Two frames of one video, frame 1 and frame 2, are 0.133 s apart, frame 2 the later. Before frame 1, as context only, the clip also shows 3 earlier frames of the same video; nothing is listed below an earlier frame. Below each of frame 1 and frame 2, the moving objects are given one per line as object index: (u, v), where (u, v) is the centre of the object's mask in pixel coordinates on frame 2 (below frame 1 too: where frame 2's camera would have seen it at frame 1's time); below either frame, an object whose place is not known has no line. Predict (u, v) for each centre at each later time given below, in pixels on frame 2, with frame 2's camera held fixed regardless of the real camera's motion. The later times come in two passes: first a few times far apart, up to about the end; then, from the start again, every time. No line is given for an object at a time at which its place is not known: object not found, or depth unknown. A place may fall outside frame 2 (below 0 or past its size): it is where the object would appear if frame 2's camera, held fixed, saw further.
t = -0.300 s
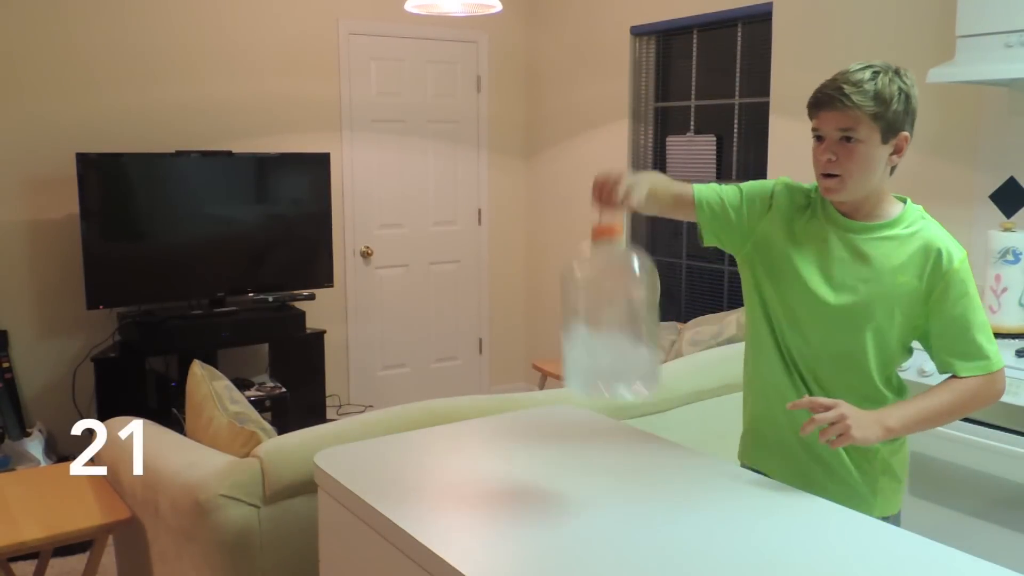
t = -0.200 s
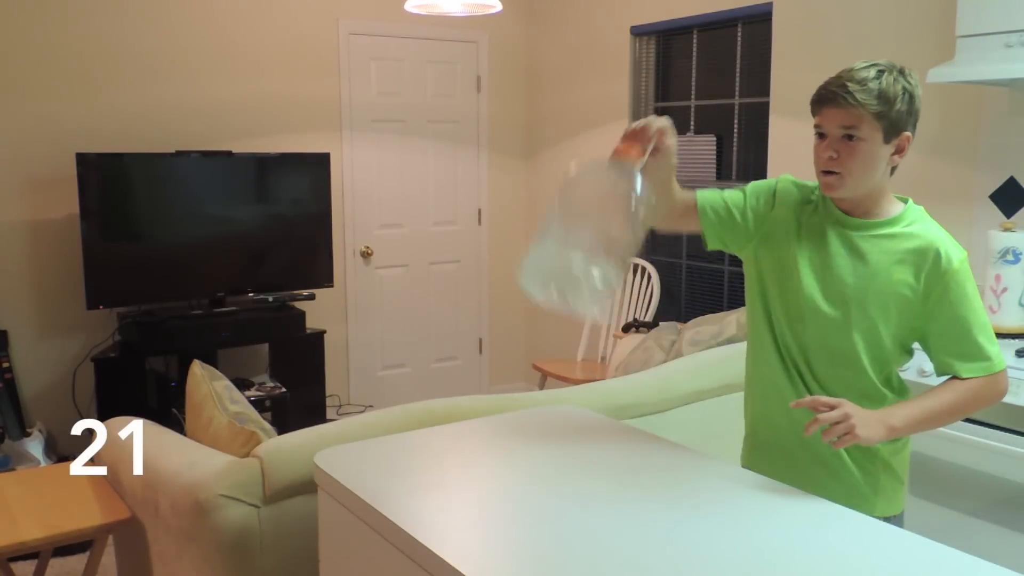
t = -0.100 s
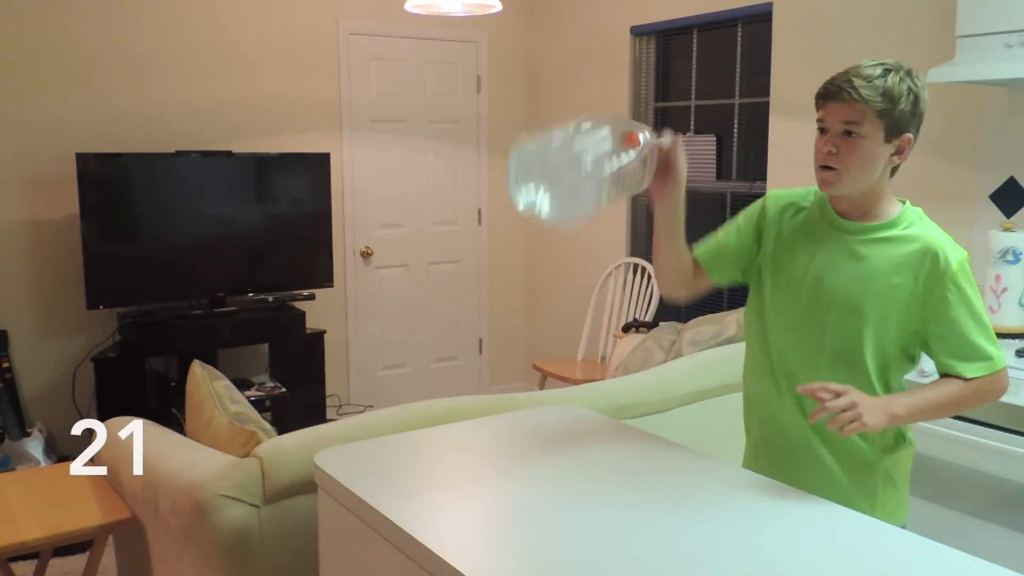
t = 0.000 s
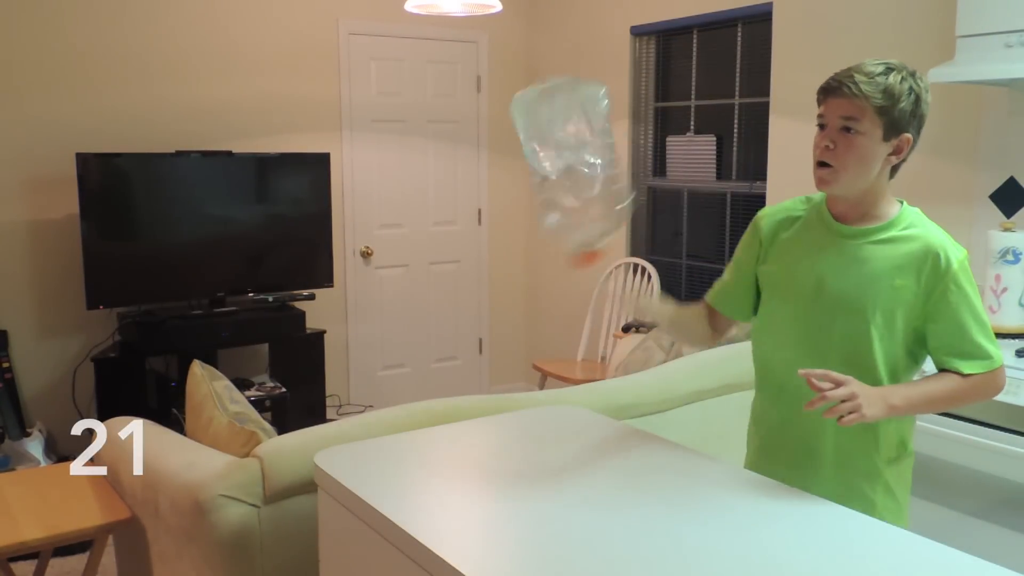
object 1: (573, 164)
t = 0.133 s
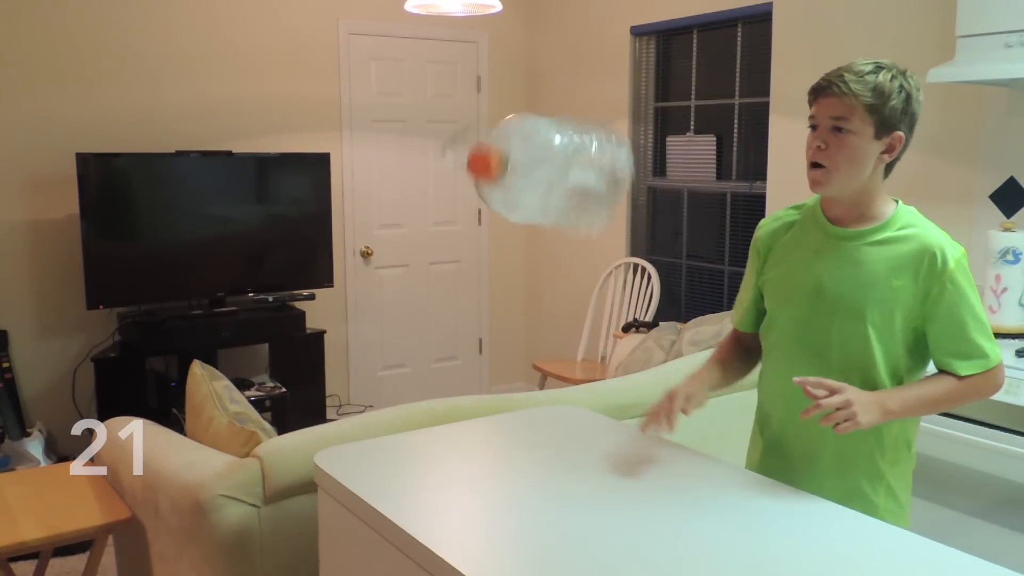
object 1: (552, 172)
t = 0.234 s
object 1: (558, 269)
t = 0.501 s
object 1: (573, 440)
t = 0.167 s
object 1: (554, 193)
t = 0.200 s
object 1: (556, 225)
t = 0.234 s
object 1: (558, 269)
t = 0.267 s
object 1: (561, 315)
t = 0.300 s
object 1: (562, 377)
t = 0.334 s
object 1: (564, 432)
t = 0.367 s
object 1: (568, 435)
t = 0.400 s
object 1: (566, 438)
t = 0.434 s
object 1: (570, 437)
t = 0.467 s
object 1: (572, 438)
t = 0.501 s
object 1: (573, 440)
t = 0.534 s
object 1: (574, 441)
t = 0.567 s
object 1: (574, 442)
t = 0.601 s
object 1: (575, 442)
